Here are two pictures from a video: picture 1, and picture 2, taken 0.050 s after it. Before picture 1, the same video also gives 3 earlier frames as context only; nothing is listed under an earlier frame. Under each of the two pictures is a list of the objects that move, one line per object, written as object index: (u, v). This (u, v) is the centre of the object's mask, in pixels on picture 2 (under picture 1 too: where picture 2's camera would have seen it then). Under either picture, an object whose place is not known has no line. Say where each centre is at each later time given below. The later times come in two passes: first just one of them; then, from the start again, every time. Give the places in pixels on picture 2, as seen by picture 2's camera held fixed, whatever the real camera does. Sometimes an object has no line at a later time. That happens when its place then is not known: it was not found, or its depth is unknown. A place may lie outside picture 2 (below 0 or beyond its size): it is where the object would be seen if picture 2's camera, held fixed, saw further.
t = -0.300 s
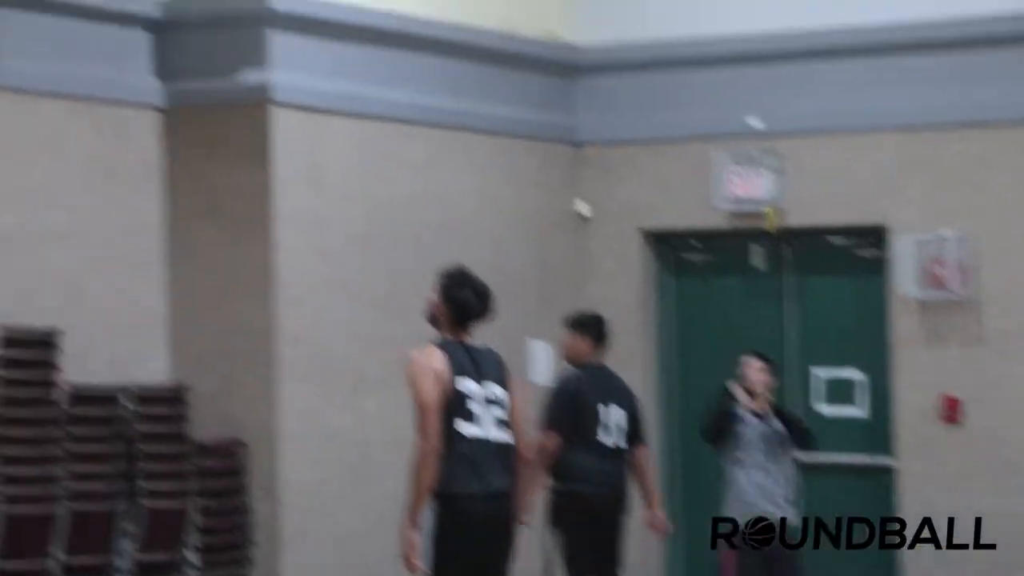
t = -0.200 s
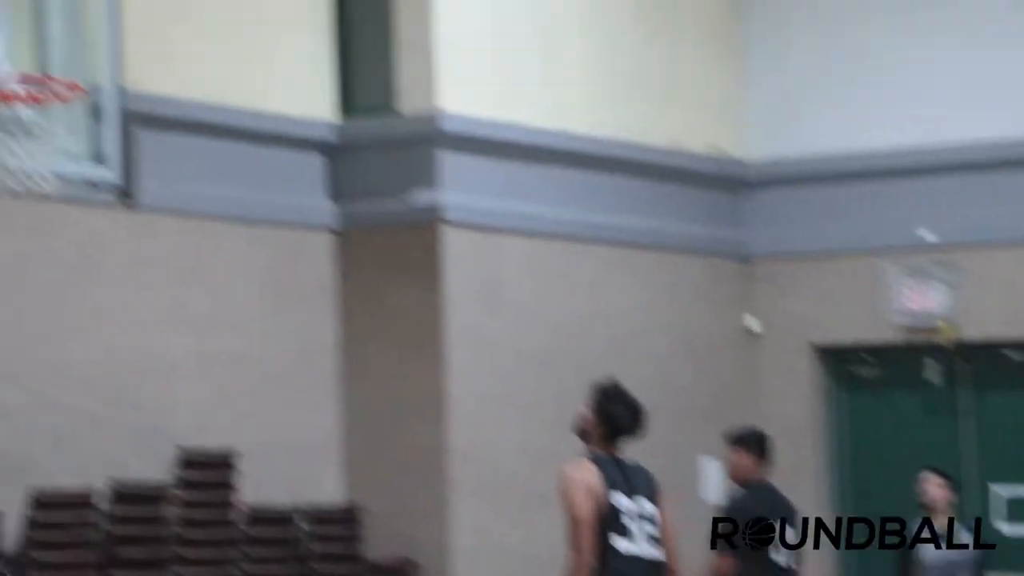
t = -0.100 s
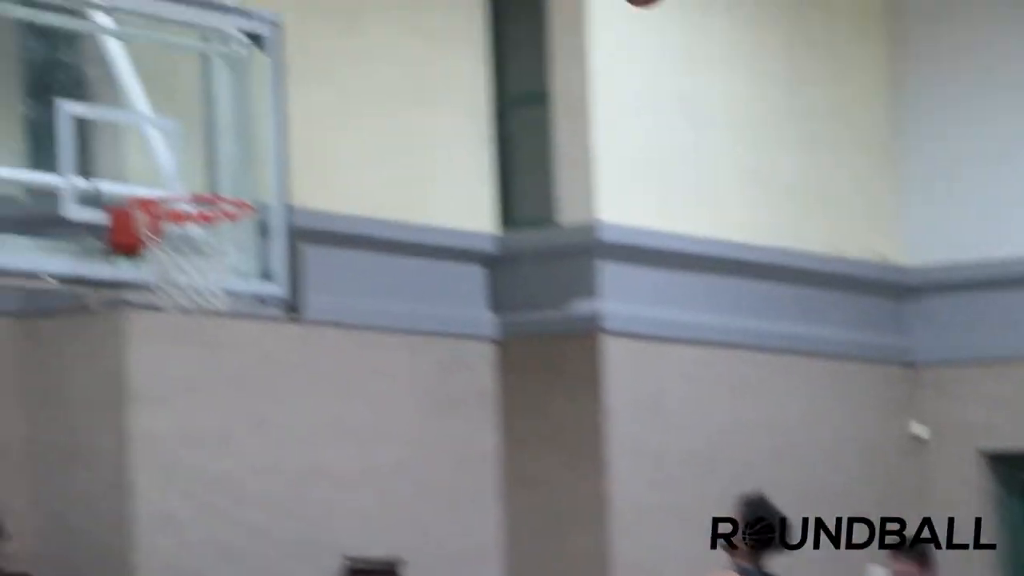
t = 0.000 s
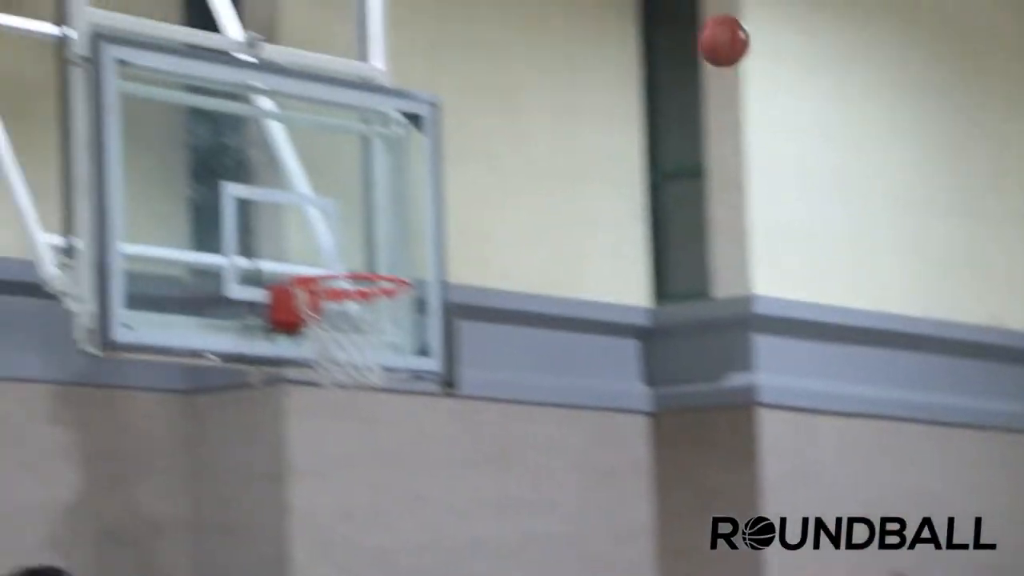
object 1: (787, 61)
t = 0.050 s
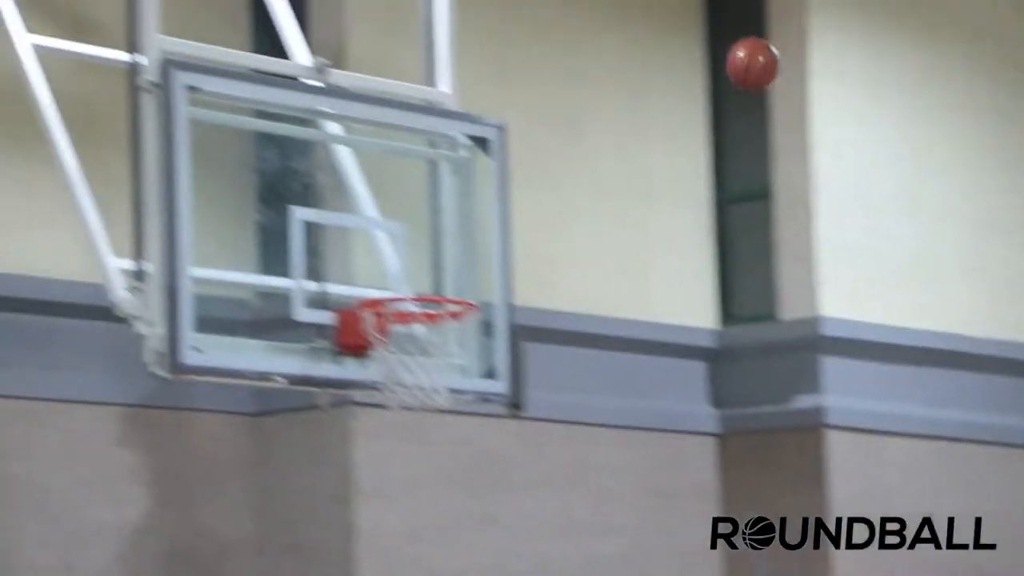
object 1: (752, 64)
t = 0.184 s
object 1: (661, 97)
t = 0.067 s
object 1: (741, 66)
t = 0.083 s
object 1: (731, 68)
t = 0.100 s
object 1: (721, 71)
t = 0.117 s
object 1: (709, 75)
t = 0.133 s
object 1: (697, 80)
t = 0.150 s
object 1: (685, 85)
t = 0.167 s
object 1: (673, 91)
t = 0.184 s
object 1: (661, 97)
